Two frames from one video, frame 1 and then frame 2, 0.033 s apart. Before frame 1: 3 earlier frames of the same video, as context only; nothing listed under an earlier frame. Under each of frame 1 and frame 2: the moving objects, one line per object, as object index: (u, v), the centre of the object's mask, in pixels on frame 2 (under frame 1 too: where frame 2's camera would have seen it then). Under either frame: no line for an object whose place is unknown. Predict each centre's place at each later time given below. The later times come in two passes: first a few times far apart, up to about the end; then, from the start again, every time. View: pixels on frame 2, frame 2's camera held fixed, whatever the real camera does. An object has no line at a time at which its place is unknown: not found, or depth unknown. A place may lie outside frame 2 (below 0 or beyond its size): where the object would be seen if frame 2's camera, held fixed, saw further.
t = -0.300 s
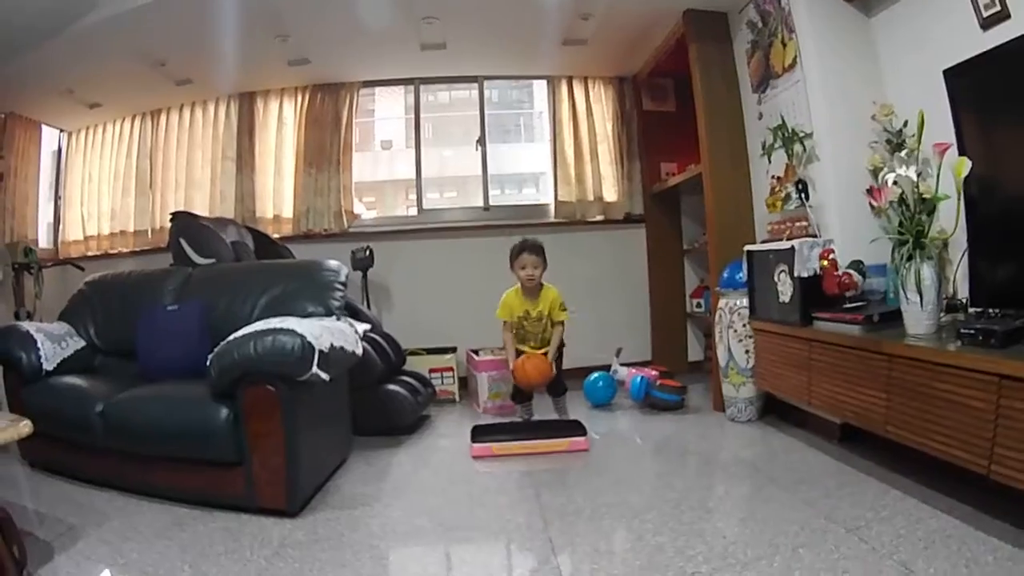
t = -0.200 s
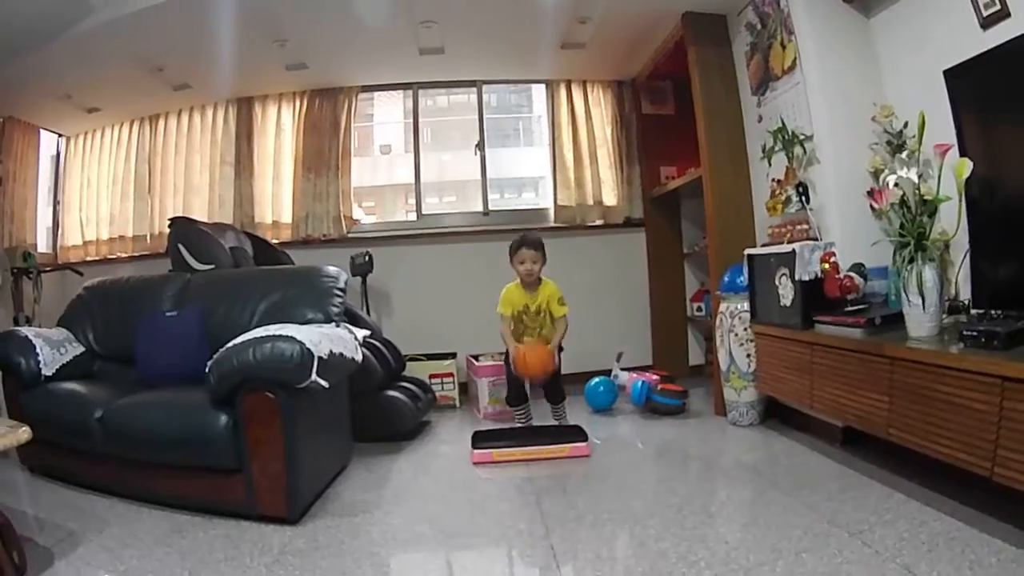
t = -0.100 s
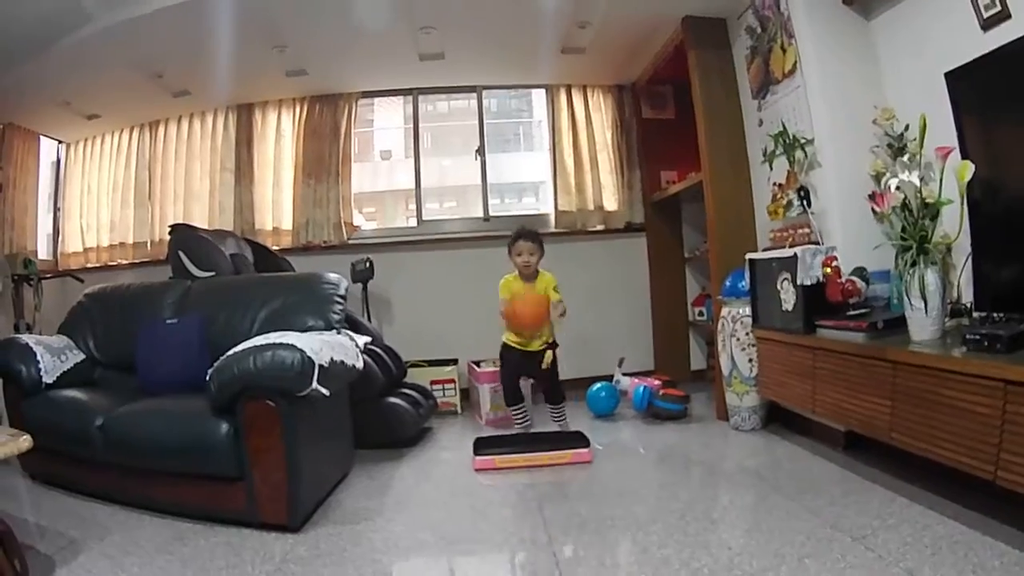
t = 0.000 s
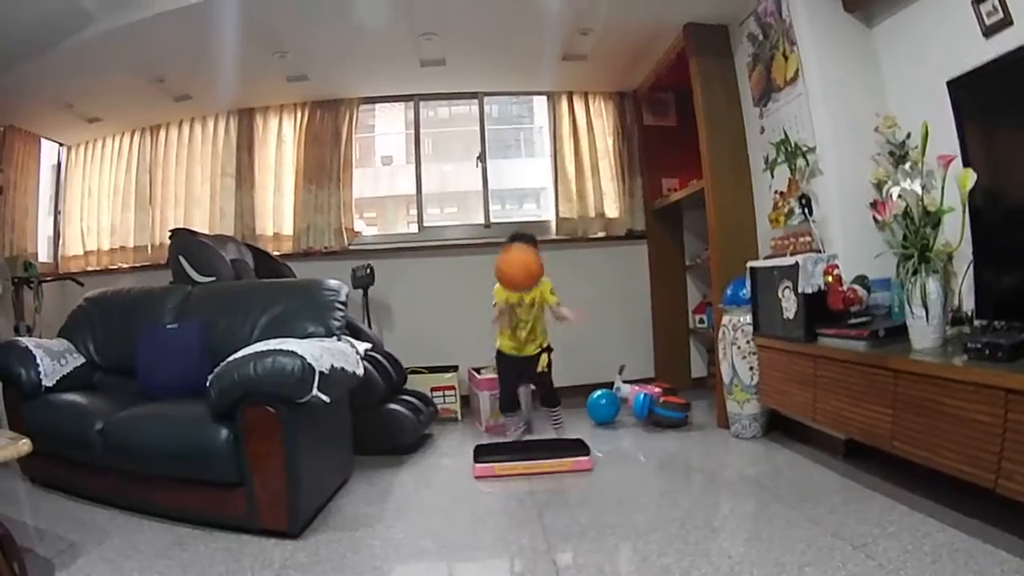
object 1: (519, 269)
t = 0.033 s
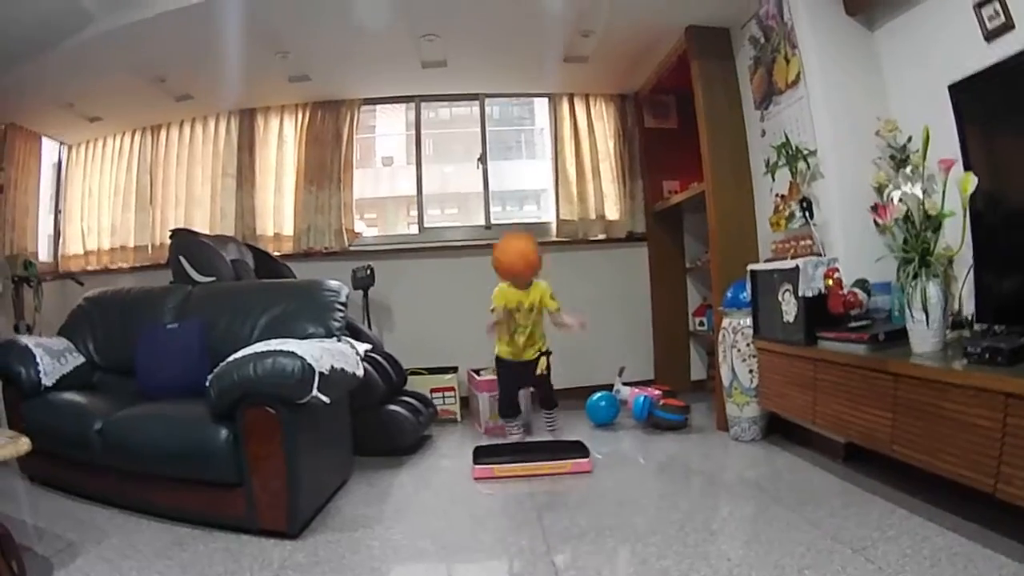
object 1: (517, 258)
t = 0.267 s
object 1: (496, 252)
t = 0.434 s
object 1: (489, 390)
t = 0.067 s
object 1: (514, 250)
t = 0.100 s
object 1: (511, 242)
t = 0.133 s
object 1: (508, 238)
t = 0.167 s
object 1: (505, 237)
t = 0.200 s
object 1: (503, 239)
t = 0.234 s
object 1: (499, 243)
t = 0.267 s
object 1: (496, 252)
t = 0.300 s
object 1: (493, 267)
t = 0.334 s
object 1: (491, 287)
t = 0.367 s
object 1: (490, 313)
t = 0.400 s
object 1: (492, 353)
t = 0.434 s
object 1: (489, 390)
